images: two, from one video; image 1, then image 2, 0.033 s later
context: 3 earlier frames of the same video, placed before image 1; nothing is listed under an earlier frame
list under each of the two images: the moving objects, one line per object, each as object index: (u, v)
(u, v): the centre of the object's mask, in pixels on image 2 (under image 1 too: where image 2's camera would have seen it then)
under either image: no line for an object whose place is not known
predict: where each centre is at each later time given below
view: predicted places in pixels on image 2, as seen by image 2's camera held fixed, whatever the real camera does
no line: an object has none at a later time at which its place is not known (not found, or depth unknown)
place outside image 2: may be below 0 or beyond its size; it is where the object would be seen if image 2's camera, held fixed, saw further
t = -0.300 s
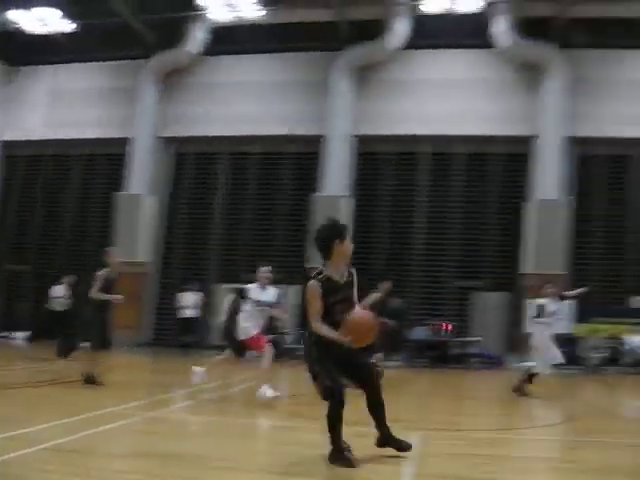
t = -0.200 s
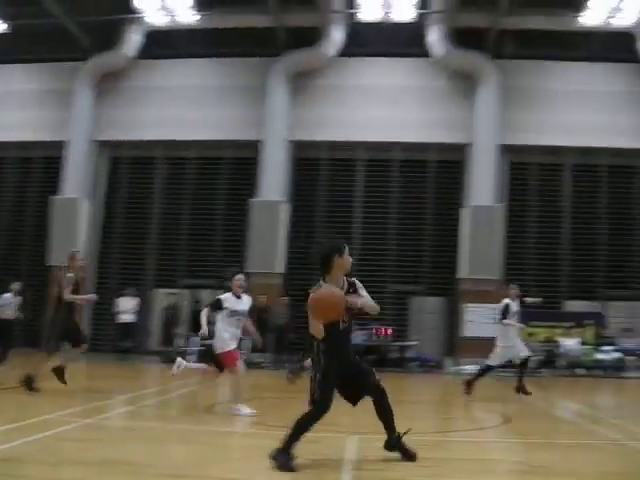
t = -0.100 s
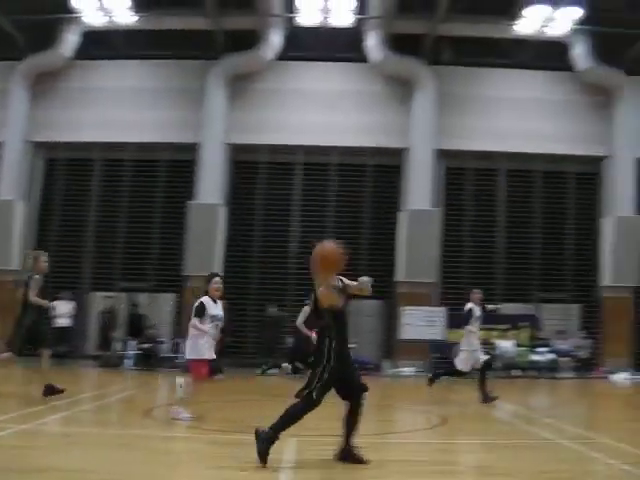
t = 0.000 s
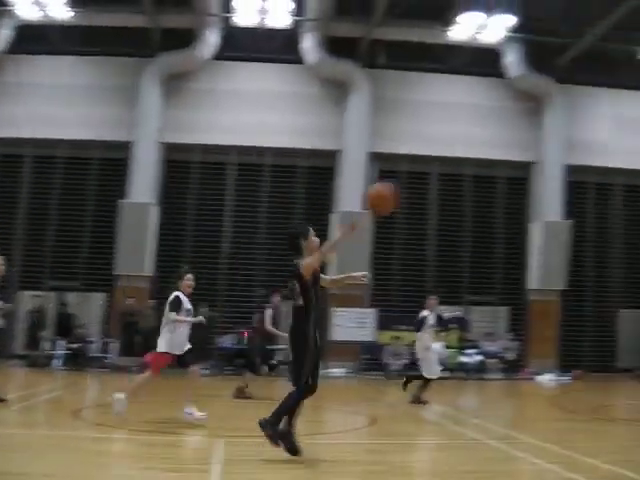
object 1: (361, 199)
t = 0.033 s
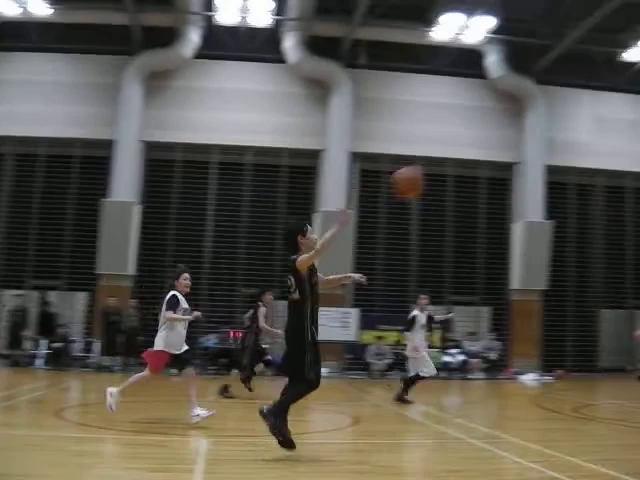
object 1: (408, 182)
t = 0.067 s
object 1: (448, 170)
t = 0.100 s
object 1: (490, 160)
